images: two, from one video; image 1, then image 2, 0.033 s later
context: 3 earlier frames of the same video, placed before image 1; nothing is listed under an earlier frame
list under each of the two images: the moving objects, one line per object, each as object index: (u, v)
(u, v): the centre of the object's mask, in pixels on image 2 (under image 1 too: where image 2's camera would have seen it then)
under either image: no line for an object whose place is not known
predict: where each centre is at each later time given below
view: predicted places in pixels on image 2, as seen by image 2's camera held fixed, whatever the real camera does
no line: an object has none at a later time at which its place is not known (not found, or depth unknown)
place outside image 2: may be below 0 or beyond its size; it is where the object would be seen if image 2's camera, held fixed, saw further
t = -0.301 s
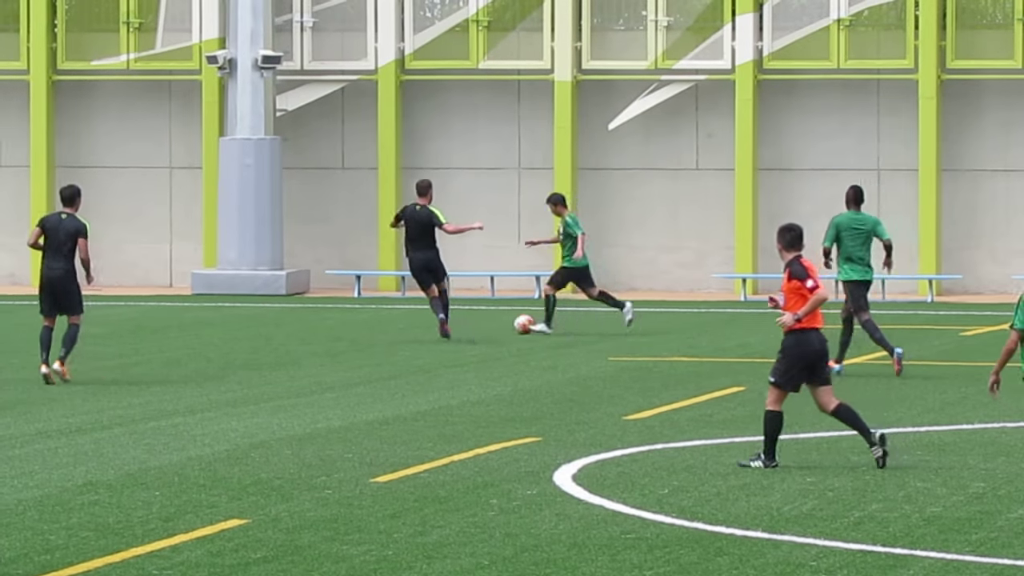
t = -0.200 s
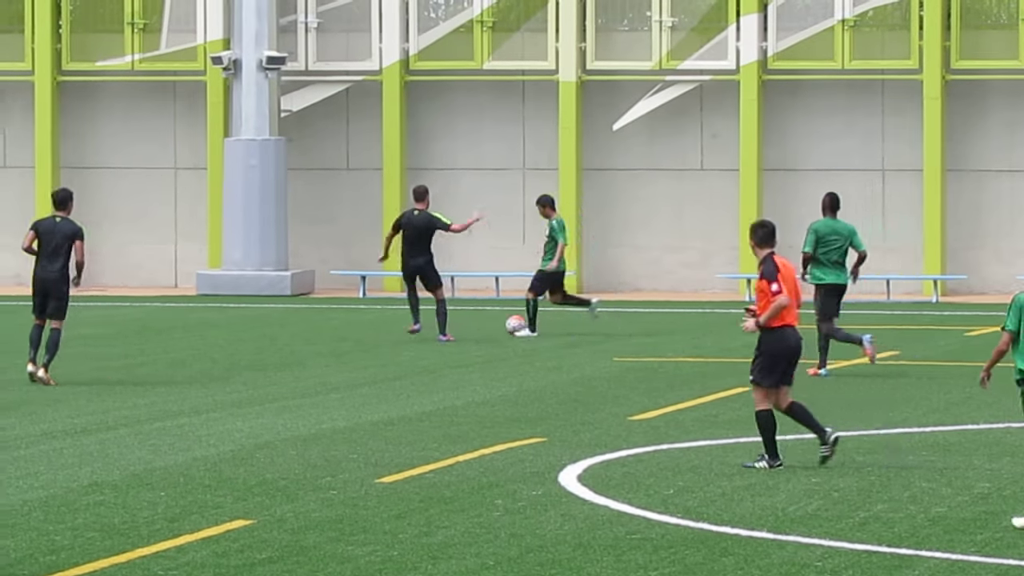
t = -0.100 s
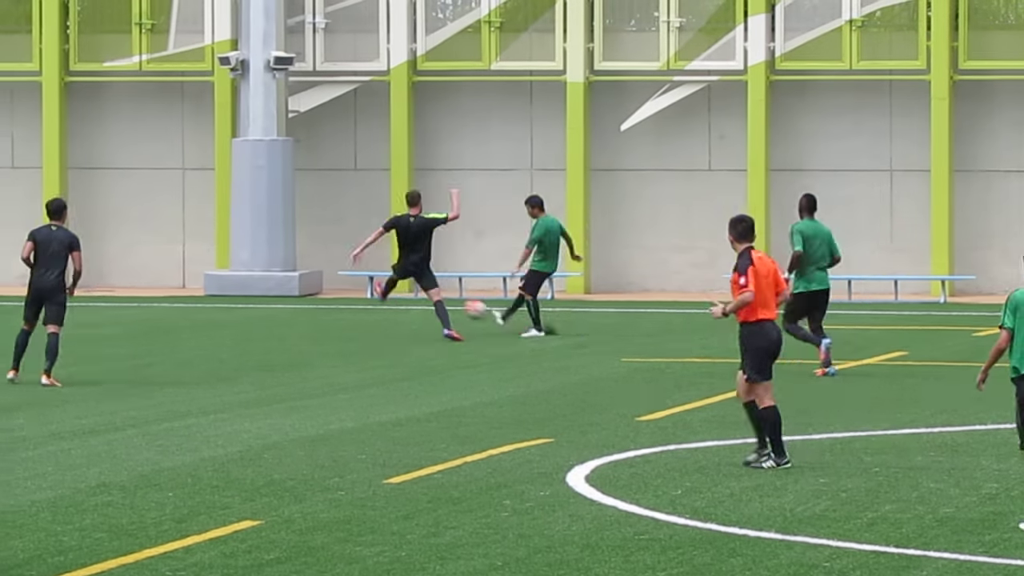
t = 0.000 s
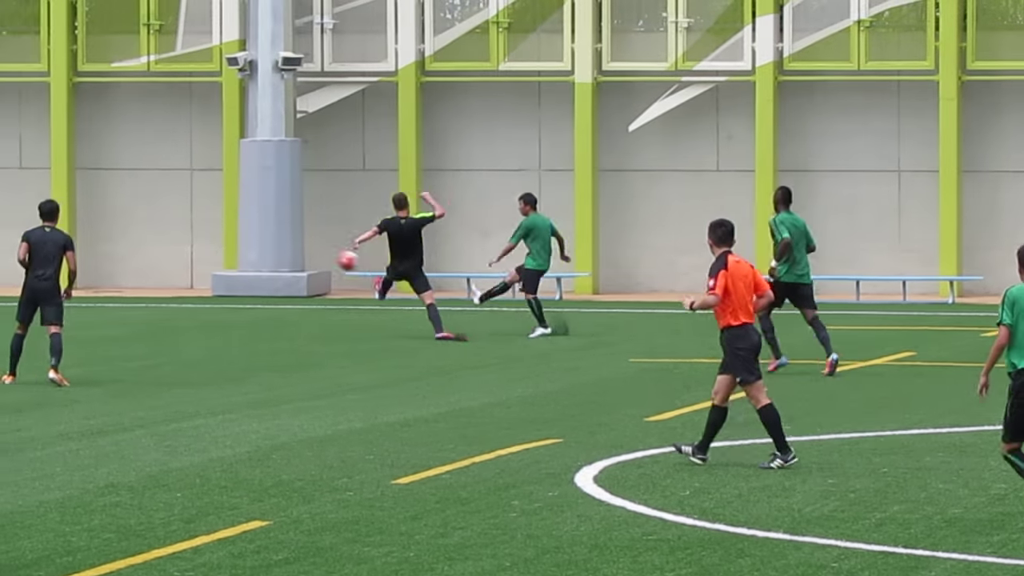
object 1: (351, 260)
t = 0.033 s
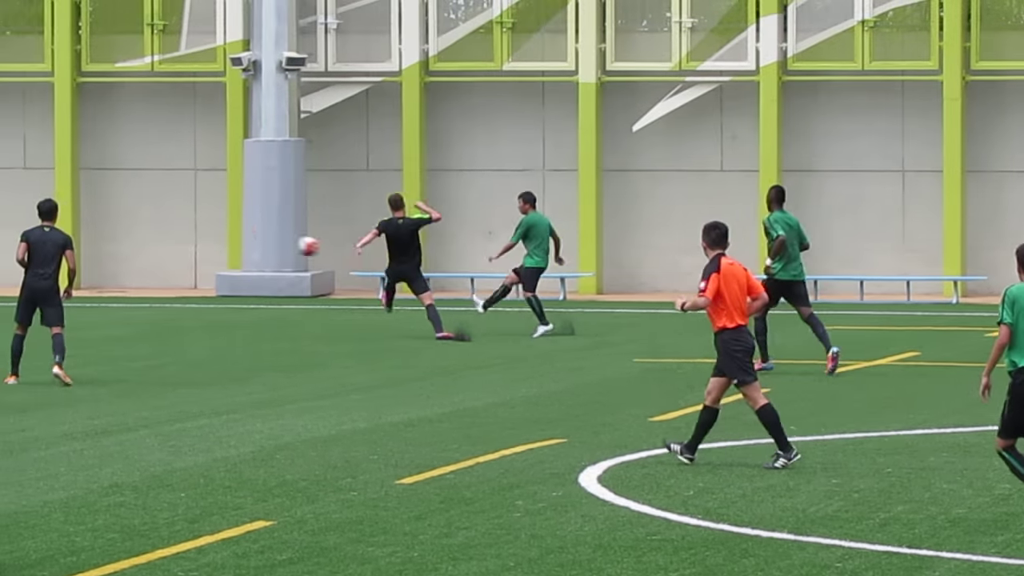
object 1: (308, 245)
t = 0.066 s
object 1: (264, 231)
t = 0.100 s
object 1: (222, 218)
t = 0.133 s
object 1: (183, 206)
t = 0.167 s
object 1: (143, 193)
